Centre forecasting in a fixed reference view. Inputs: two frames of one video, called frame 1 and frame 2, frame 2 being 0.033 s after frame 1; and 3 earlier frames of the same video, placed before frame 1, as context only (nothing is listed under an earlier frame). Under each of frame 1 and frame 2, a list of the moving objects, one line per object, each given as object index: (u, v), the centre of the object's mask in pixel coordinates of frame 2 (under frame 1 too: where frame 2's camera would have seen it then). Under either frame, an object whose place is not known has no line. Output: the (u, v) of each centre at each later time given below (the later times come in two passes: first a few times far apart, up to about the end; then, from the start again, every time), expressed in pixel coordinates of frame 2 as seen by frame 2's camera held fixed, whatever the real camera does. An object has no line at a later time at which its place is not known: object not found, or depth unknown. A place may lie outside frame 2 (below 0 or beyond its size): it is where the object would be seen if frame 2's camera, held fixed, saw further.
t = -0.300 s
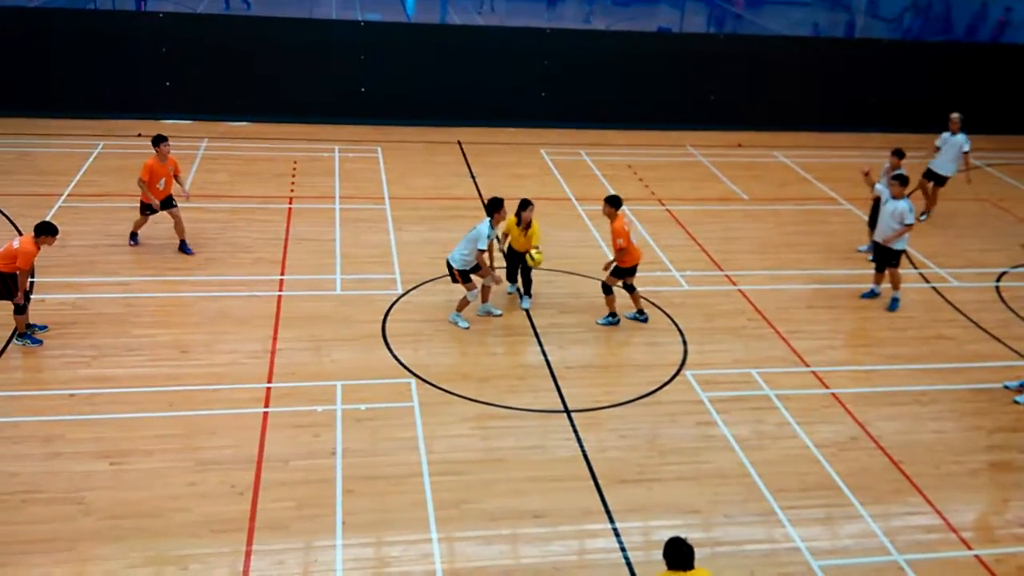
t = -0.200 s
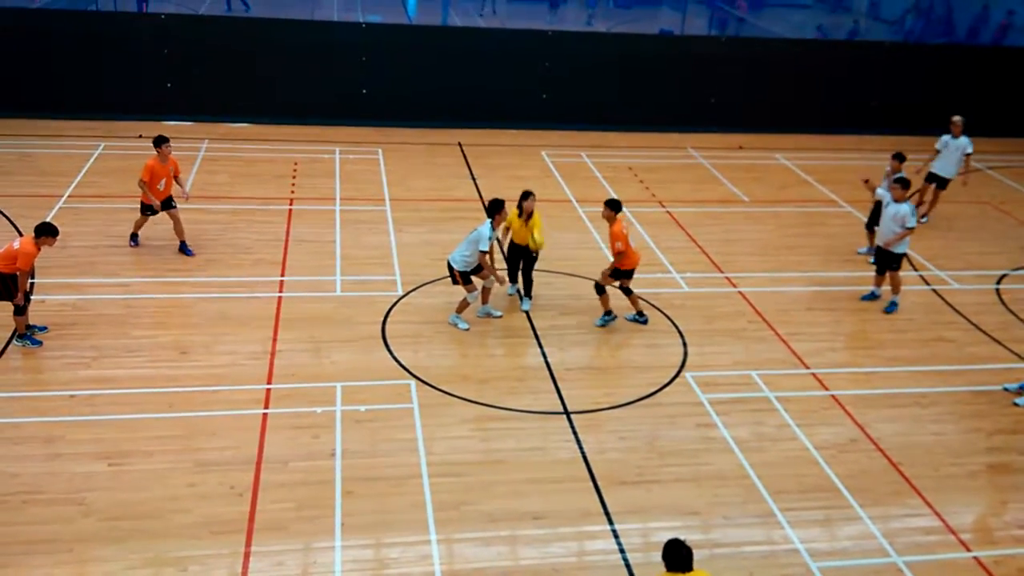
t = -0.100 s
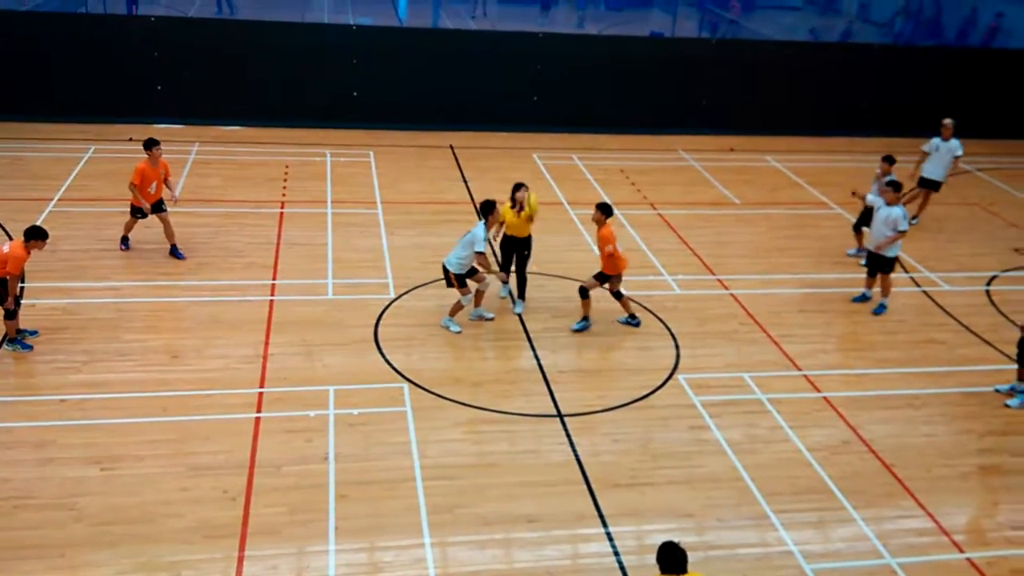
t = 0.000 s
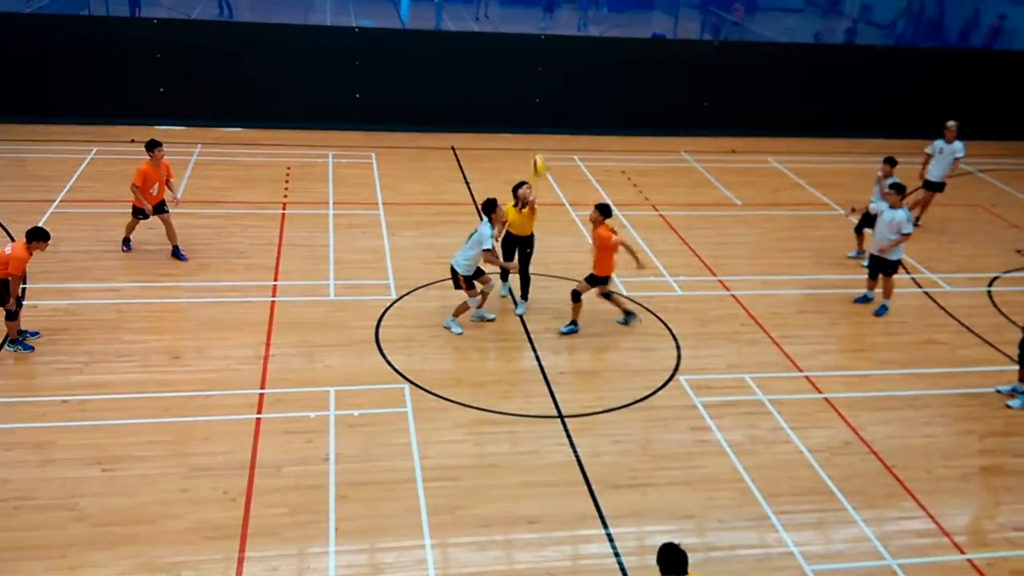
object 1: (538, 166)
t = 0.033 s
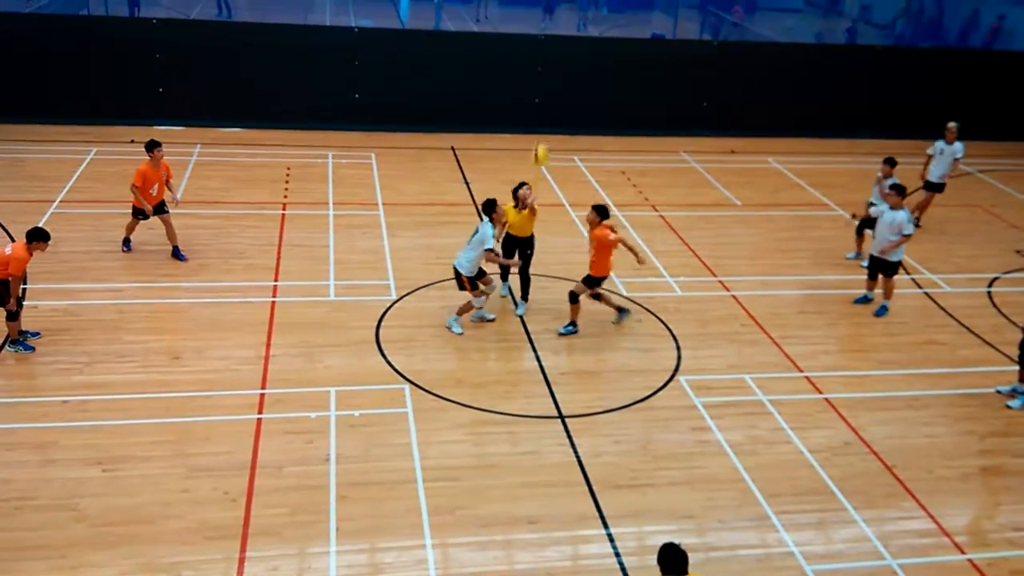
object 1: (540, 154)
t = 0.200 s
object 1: (546, 111)
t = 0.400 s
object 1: (552, 89)
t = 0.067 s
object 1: (542, 143)
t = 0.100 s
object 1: (543, 132)
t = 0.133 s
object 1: (544, 125)
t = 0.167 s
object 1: (545, 118)
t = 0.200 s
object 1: (546, 111)
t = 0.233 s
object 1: (548, 105)
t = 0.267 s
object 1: (549, 100)
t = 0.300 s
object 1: (550, 95)
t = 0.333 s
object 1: (550, 92)
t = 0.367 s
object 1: (551, 90)
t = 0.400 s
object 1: (552, 89)
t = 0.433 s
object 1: (552, 88)
